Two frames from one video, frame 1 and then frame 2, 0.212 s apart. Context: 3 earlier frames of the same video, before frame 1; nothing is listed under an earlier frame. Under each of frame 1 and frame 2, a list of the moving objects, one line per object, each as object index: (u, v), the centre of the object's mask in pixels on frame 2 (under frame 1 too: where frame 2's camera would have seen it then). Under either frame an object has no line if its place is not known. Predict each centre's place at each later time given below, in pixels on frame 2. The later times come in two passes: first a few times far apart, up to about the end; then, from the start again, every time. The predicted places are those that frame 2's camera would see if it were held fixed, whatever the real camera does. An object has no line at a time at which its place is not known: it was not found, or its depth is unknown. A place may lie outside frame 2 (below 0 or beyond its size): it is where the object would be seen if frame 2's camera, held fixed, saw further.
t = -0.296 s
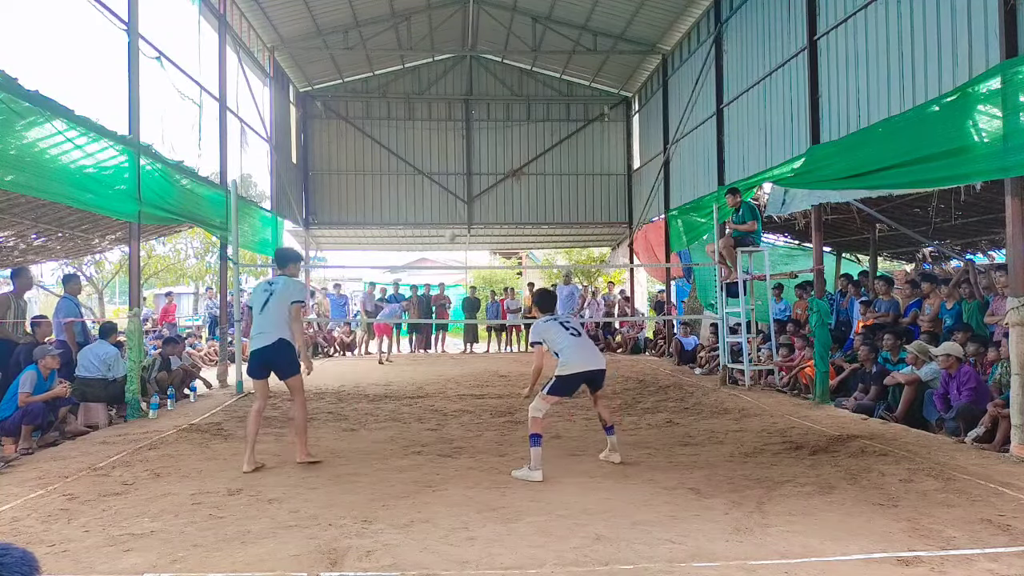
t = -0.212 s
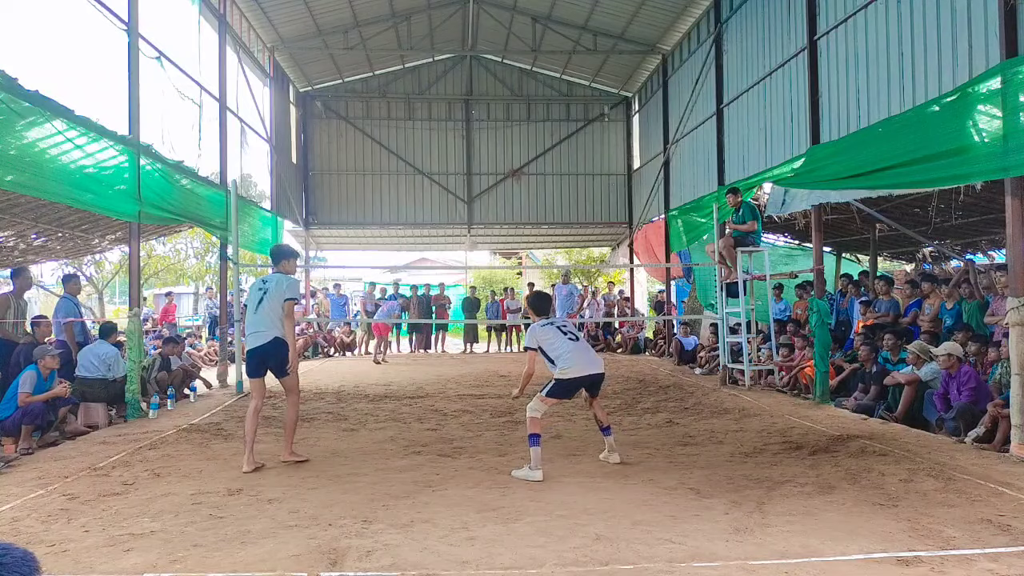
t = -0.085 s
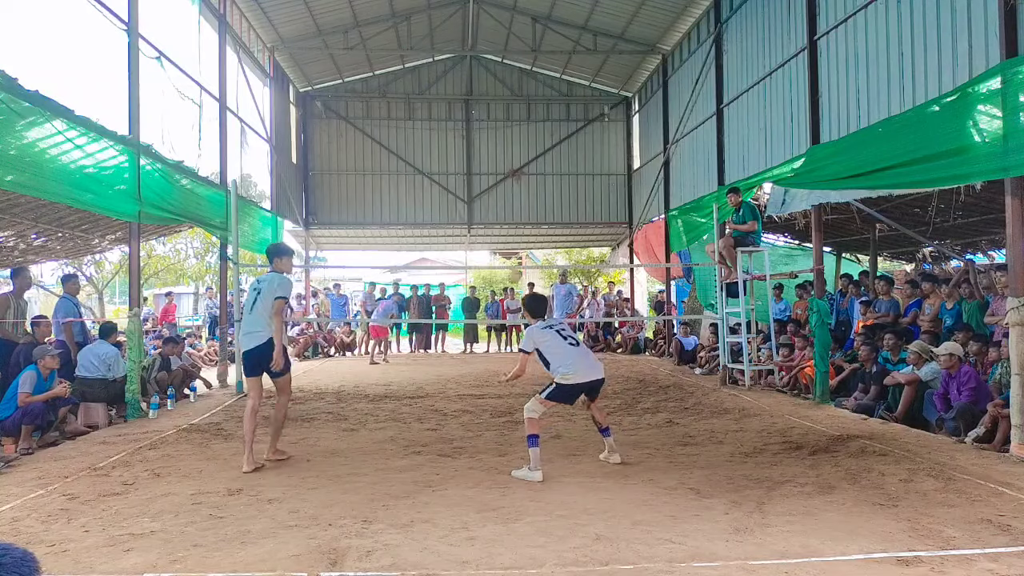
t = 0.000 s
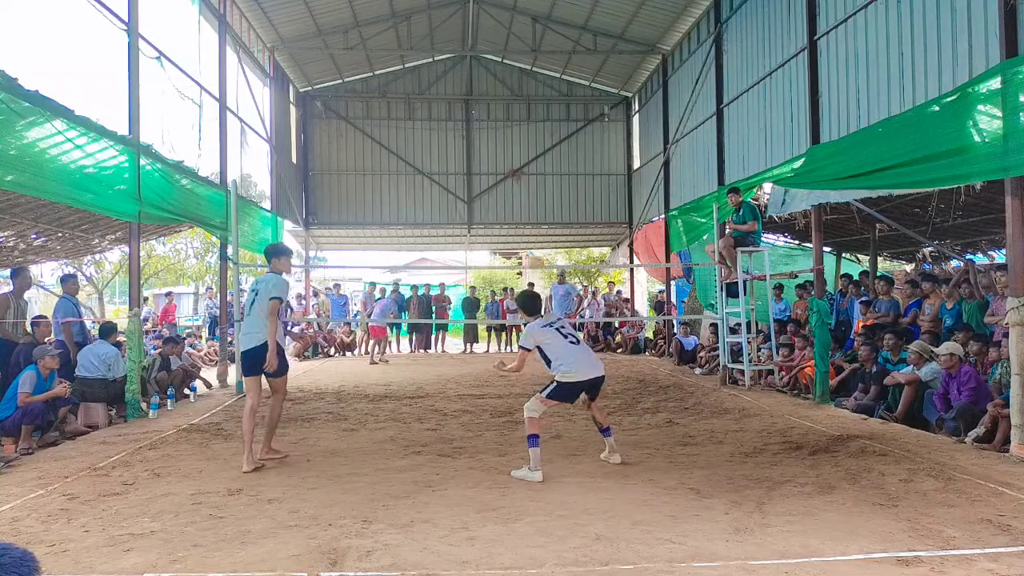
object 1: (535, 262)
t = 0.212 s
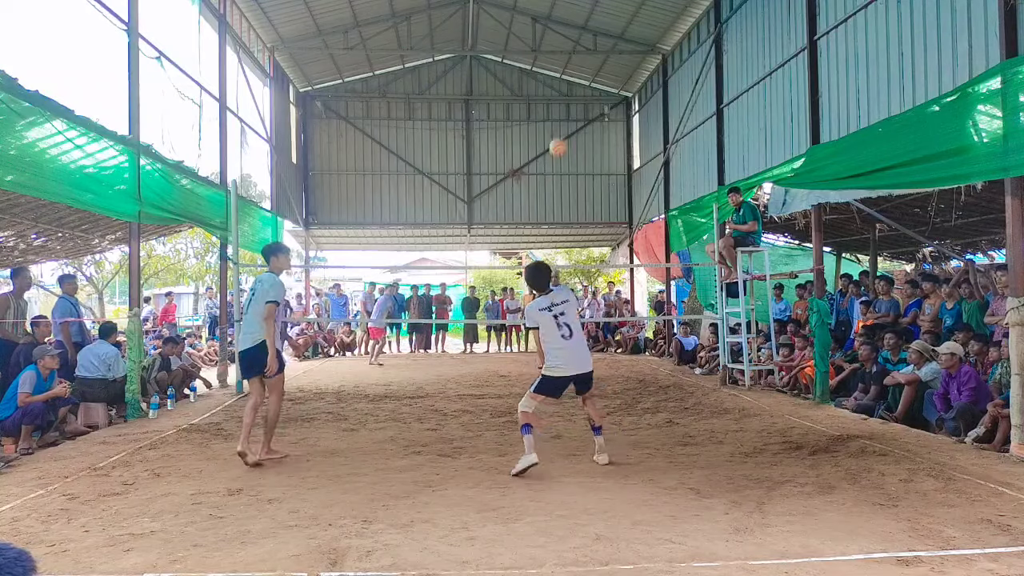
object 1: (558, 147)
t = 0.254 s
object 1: (563, 130)
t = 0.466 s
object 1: (589, 74)
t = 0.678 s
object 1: (618, 73)
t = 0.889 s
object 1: (649, 137)
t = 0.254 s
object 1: (563, 130)
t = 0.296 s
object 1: (567, 114)
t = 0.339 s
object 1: (573, 101)
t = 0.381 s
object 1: (578, 90)
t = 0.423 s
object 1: (583, 80)
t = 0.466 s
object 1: (589, 74)
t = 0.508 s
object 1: (594, 68)
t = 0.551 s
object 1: (600, 67)
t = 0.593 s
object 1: (605, 66)
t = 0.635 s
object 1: (611, 68)
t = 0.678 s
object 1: (618, 73)
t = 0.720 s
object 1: (624, 80)
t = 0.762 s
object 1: (629, 90)
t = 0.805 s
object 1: (636, 103)
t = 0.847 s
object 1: (643, 118)
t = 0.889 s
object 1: (649, 137)
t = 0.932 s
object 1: (656, 157)
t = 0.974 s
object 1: (662, 181)
